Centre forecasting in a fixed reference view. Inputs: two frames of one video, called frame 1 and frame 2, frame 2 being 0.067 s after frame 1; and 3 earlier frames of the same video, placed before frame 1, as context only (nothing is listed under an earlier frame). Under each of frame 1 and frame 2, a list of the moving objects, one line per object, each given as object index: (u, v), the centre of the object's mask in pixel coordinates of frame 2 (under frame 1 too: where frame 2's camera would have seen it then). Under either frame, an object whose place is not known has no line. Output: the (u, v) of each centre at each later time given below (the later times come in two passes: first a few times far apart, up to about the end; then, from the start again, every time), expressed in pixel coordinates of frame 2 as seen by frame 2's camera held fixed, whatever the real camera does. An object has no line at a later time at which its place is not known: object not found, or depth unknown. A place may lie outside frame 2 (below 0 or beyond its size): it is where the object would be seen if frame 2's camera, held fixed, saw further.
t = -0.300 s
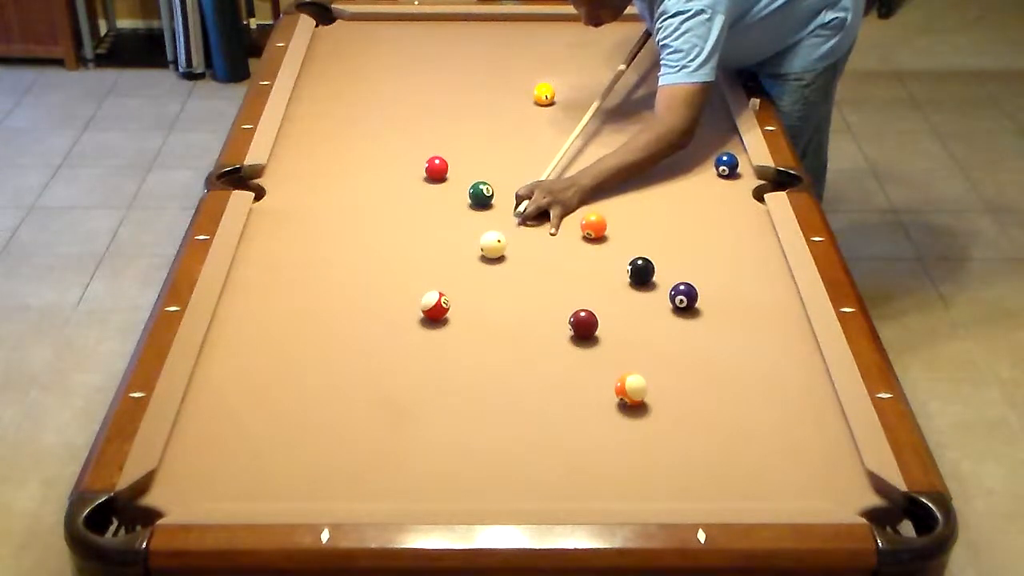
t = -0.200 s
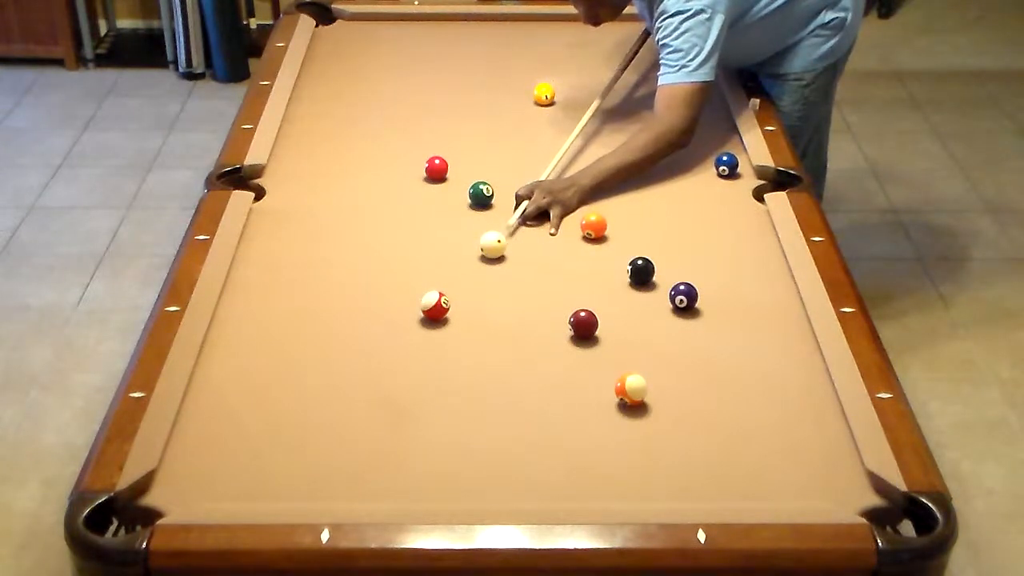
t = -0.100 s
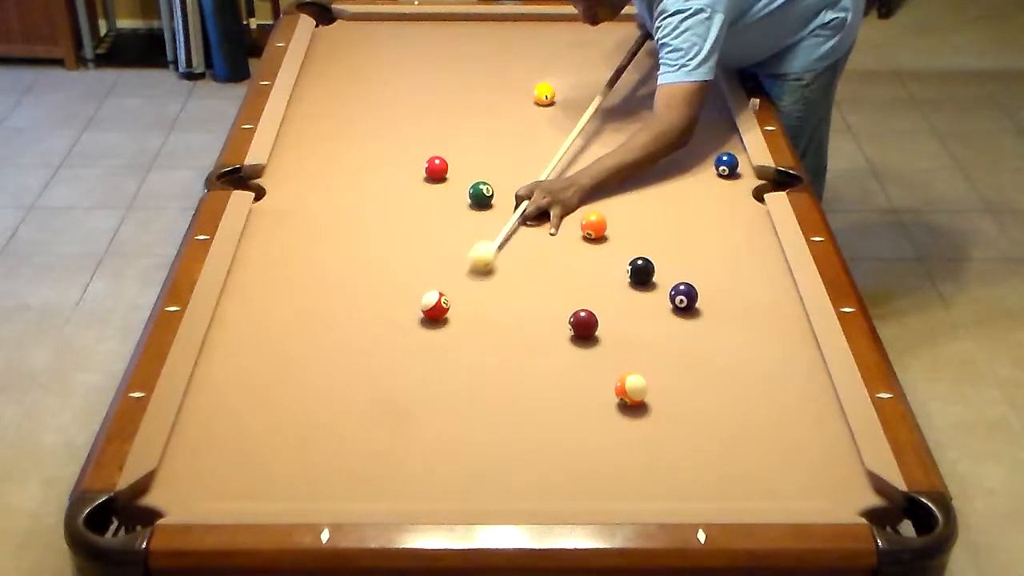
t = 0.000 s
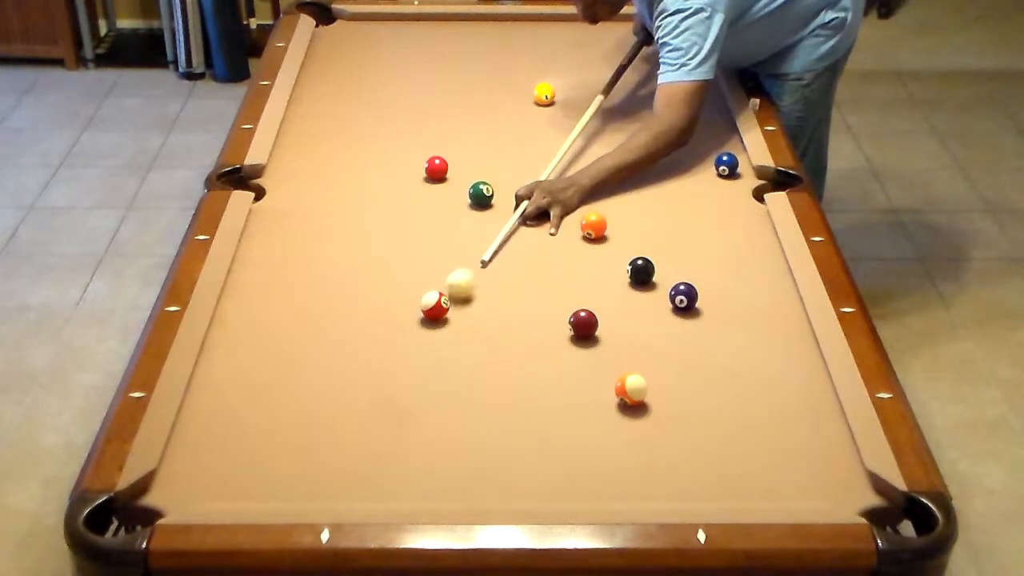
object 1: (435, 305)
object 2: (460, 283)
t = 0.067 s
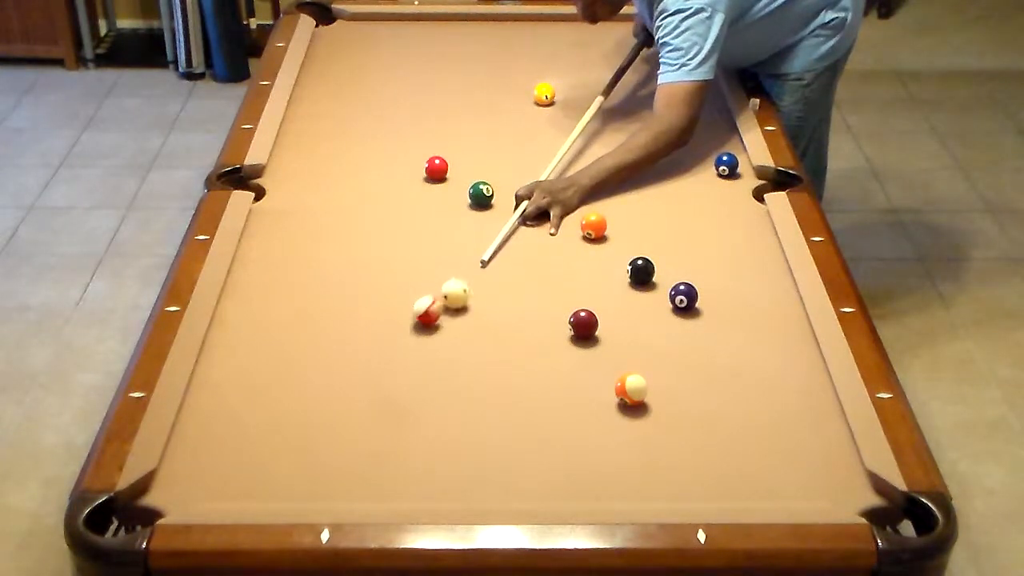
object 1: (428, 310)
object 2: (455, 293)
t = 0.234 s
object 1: (396, 337)
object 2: (462, 297)
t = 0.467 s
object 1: (353, 371)
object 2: (471, 302)
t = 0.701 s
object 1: (309, 405)
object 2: (479, 305)
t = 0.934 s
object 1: (263, 440)
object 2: (484, 307)
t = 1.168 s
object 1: (216, 474)
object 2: (488, 308)
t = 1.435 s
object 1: (157, 508)
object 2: (491, 309)
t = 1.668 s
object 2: (491, 308)
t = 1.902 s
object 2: (491, 308)
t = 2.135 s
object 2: (490, 308)
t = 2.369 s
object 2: (490, 308)
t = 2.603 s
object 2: (490, 308)
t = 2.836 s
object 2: (490, 308)
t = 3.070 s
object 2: (490, 308)
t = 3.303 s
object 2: (491, 308)
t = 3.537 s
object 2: (491, 308)
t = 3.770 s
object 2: (490, 308)
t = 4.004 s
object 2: (490, 308)
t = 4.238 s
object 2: (490, 308)
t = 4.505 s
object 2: (491, 308)
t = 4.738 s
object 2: (491, 308)
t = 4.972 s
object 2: (491, 308)
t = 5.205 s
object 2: (490, 308)
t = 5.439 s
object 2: (491, 308)
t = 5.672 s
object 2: (491, 308)
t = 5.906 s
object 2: (491, 308)
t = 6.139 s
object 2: (491, 308)
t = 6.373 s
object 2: (491, 308)
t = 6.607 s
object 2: (491, 308)
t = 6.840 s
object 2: (491, 308)
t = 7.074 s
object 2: (491, 308)
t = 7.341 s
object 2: (491, 308)
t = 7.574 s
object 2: (491, 308)
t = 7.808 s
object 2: (491, 308)
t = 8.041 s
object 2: (491, 308)
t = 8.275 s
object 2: (490, 308)
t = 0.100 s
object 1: (421, 316)
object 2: (456, 294)
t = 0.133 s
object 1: (414, 323)
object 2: (458, 295)
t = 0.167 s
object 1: (408, 328)
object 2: (459, 296)
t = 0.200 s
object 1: (402, 332)
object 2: (460, 297)
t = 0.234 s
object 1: (396, 337)
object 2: (462, 297)
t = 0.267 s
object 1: (390, 344)
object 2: (463, 298)
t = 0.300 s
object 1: (384, 348)
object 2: (464, 299)
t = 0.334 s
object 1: (377, 352)
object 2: (466, 300)
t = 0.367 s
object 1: (371, 356)
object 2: (467, 300)
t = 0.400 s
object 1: (365, 361)
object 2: (468, 301)
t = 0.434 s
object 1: (358, 366)
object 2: (470, 301)
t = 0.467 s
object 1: (353, 371)
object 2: (471, 302)
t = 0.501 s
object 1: (348, 376)
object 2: (472, 303)
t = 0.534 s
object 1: (341, 380)
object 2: (473, 303)
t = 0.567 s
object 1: (335, 386)
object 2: (475, 304)
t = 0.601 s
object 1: (328, 392)
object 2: (476, 304)
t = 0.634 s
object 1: (322, 396)
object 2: (477, 304)
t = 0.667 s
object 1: (315, 402)
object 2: (478, 305)
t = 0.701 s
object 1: (309, 405)
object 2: (479, 305)
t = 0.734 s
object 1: (302, 411)
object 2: (480, 305)
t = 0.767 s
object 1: (295, 415)
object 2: (481, 306)
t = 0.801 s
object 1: (290, 421)
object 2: (482, 306)
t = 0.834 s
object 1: (283, 425)
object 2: (483, 306)
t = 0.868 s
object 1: (276, 430)
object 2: (483, 307)
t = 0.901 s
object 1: (270, 434)
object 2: (484, 307)
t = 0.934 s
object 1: (263, 440)
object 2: (484, 307)
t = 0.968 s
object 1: (256, 445)
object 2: (485, 307)
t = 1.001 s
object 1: (250, 450)
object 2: (485, 308)
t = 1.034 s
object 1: (242, 455)
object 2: (486, 308)
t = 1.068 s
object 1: (235, 460)
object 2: (487, 308)
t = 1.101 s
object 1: (229, 465)
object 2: (487, 308)
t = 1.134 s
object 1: (222, 470)
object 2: (488, 308)
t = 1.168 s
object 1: (216, 474)
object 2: (488, 308)
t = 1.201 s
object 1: (210, 479)
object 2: (489, 308)
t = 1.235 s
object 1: (203, 483)
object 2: (489, 309)
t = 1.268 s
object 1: (197, 486)
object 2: (490, 308)
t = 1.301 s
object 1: (190, 491)
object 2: (490, 308)
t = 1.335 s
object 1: (182, 496)
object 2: (490, 309)
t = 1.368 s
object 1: (175, 499)
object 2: (490, 309)
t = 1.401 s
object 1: (168, 503)
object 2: (490, 308)
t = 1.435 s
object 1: (157, 508)
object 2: (491, 309)
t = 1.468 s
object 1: (149, 513)
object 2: (491, 309)
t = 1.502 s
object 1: (143, 518)
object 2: (491, 308)
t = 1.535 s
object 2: (491, 308)
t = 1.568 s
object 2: (491, 308)
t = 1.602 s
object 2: (491, 308)
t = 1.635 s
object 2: (491, 308)
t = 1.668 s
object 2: (491, 308)
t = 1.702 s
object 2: (491, 308)
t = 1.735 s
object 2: (491, 308)
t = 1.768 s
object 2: (491, 308)
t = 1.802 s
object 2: (491, 308)
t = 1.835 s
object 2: (491, 308)
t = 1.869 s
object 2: (491, 308)
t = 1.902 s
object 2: (491, 308)
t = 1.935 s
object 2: (491, 308)
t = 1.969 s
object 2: (491, 308)
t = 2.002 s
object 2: (491, 308)
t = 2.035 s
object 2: (490, 308)
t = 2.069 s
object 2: (490, 308)
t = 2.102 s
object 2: (490, 308)
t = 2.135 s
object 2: (490, 308)
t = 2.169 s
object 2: (490, 308)
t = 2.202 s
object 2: (490, 308)
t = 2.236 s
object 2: (490, 308)
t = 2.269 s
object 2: (490, 308)
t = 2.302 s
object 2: (490, 308)
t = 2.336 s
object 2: (490, 308)
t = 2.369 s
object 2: (490, 308)
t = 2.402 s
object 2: (490, 308)
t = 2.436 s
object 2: (490, 308)
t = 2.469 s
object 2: (490, 308)
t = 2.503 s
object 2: (490, 308)
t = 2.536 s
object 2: (490, 308)
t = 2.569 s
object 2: (490, 308)
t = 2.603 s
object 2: (490, 308)
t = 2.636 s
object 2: (490, 308)
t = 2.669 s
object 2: (490, 308)
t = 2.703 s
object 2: (490, 308)
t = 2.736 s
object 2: (490, 308)
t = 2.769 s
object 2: (490, 308)
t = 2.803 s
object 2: (490, 308)
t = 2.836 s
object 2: (490, 308)
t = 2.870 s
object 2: (490, 308)
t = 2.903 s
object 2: (490, 308)
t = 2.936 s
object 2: (490, 308)
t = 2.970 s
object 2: (490, 308)
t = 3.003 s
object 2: (490, 308)
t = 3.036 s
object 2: (490, 308)
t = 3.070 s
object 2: (490, 308)
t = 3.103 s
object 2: (490, 308)
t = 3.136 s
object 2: (490, 308)
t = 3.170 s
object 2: (490, 308)
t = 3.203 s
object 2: (490, 308)
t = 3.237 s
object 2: (490, 308)
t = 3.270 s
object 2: (490, 308)
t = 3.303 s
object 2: (491, 308)
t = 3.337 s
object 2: (491, 308)
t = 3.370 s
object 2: (491, 308)
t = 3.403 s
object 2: (491, 308)
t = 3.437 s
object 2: (490, 308)
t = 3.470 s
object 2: (491, 308)
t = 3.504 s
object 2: (491, 308)
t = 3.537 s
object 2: (491, 308)
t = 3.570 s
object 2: (491, 308)
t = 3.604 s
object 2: (490, 308)
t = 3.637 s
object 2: (490, 308)
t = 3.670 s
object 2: (490, 308)
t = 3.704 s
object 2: (490, 308)
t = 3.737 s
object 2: (490, 308)
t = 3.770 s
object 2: (490, 308)
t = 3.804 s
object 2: (490, 308)
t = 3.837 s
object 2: (490, 308)
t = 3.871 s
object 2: (490, 308)
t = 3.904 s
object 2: (490, 308)
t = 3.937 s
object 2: (490, 308)
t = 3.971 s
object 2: (490, 308)
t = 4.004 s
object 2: (490, 308)
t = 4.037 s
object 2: (490, 308)
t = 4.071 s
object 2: (490, 308)
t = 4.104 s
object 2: (490, 308)
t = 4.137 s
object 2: (491, 308)
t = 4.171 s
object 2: (490, 308)
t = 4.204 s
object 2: (490, 308)
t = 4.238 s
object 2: (490, 308)
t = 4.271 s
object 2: (490, 308)
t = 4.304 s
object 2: (490, 308)
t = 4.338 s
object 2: (491, 308)
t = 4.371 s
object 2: (491, 308)
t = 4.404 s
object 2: (490, 308)
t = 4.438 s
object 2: (490, 308)
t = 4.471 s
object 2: (490, 308)
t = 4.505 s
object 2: (491, 308)
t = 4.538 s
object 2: (490, 308)
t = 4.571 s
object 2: (491, 308)
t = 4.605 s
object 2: (491, 308)
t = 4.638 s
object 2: (491, 308)
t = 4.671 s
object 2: (491, 308)
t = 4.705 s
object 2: (491, 308)
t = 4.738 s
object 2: (491, 308)
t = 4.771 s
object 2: (491, 308)
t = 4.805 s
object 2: (491, 308)
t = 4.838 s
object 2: (491, 308)
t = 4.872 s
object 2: (490, 308)
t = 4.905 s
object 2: (491, 308)
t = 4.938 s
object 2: (491, 308)
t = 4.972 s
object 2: (491, 308)
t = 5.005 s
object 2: (491, 308)
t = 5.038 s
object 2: (491, 308)
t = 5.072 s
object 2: (491, 308)
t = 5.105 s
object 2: (491, 308)
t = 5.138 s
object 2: (491, 308)
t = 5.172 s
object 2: (491, 308)
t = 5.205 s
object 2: (490, 308)
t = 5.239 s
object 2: (491, 308)
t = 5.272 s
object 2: (491, 308)
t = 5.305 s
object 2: (491, 308)
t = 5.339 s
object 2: (491, 308)
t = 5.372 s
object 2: (491, 308)
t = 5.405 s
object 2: (491, 308)
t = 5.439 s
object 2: (491, 308)
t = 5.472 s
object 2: (491, 308)
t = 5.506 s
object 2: (491, 308)
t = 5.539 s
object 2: (491, 308)
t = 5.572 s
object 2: (491, 308)
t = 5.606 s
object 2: (491, 308)
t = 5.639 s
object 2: (491, 308)
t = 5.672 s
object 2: (491, 308)
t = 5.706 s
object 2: (491, 308)
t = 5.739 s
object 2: (491, 308)
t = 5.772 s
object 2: (490, 308)
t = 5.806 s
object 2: (491, 308)
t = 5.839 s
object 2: (491, 308)
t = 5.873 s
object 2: (491, 308)
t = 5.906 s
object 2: (491, 308)
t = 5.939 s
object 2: (491, 308)
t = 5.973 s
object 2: (491, 308)
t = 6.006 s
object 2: (491, 308)
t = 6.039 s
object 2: (491, 308)
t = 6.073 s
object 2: (491, 308)
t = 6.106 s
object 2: (491, 308)
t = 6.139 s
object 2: (491, 308)
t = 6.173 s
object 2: (491, 308)
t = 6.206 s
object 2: (491, 308)
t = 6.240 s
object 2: (491, 308)
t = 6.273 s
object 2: (491, 308)
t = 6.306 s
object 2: (491, 308)
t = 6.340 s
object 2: (491, 308)
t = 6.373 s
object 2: (491, 308)
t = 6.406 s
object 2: (491, 308)
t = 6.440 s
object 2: (491, 308)
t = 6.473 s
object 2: (491, 308)
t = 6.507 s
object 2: (491, 308)
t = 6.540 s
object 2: (491, 308)
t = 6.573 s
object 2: (491, 308)
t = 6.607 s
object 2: (491, 308)
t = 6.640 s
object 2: (491, 308)
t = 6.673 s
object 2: (491, 308)
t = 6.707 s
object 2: (491, 308)
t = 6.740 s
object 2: (491, 308)
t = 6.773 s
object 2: (491, 308)
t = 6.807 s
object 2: (491, 308)
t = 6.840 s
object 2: (491, 308)
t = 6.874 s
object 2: (491, 308)
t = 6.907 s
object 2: (491, 308)
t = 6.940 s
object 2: (491, 308)
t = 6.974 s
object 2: (491, 308)
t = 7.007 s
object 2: (491, 308)
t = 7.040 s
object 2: (491, 308)
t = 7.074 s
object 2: (491, 308)
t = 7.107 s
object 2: (491, 308)
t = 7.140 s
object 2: (491, 308)
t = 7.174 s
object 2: (491, 308)
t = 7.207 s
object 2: (491, 308)
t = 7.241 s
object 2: (491, 308)
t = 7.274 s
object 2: (491, 308)
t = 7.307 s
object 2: (491, 308)
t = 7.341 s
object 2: (491, 308)
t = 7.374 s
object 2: (491, 308)
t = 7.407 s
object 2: (491, 308)
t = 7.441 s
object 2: (491, 308)
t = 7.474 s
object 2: (491, 308)
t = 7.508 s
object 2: (491, 308)
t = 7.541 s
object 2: (491, 308)
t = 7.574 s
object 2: (491, 308)
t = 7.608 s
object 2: (491, 308)
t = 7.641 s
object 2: (491, 308)
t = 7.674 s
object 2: (491, 308)
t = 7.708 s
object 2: (491, 308)
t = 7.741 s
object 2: (491, 308)
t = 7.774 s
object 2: (491, 308)
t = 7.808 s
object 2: (491, 308)
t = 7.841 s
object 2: (491, 308)
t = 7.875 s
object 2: (491, 308)
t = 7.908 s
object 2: (490, 308)
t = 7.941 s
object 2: (490, 308)
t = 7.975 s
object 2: (490, 308)
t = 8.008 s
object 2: (490, 308)
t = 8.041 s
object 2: (491, 308)
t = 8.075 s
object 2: (491, 308)
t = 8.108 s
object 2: (491, 308)
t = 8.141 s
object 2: (490, 308)
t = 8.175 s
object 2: (491, 308)
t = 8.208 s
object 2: (491, 308)
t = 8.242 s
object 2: (491, 308)
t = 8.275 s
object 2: (490, 308)
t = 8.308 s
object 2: (490, 308)
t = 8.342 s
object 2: (490, 308)
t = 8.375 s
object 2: (490, 308)
